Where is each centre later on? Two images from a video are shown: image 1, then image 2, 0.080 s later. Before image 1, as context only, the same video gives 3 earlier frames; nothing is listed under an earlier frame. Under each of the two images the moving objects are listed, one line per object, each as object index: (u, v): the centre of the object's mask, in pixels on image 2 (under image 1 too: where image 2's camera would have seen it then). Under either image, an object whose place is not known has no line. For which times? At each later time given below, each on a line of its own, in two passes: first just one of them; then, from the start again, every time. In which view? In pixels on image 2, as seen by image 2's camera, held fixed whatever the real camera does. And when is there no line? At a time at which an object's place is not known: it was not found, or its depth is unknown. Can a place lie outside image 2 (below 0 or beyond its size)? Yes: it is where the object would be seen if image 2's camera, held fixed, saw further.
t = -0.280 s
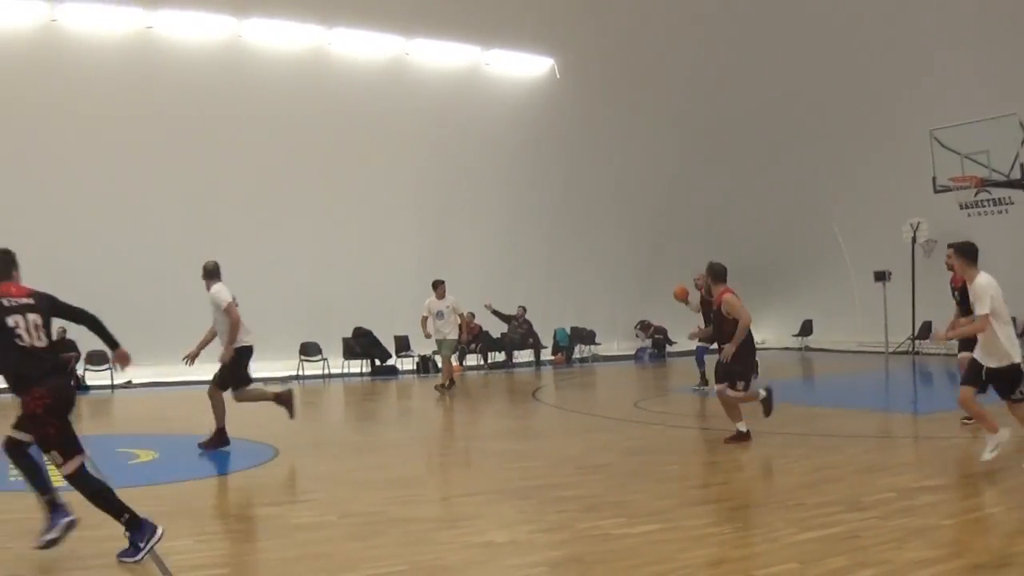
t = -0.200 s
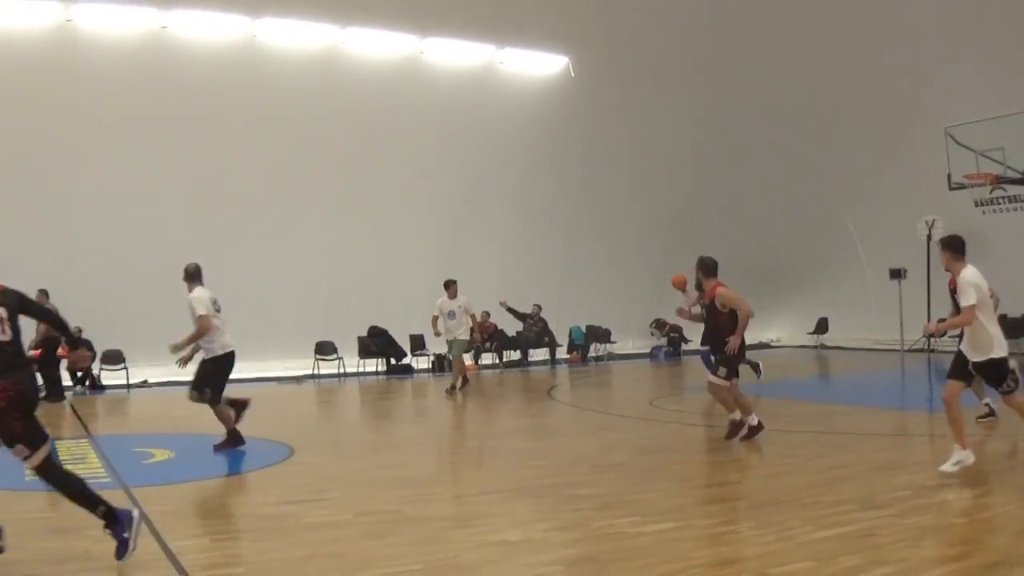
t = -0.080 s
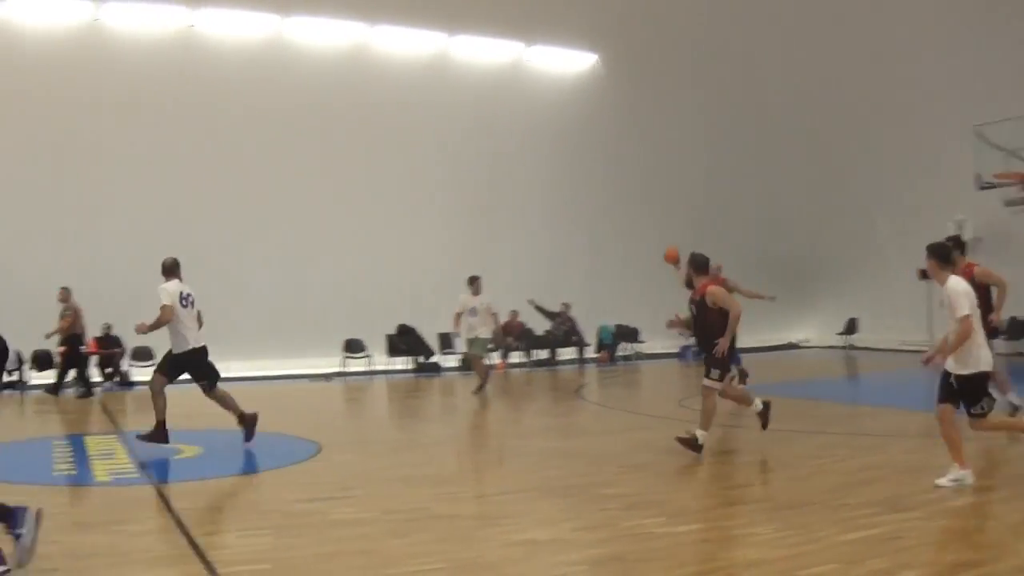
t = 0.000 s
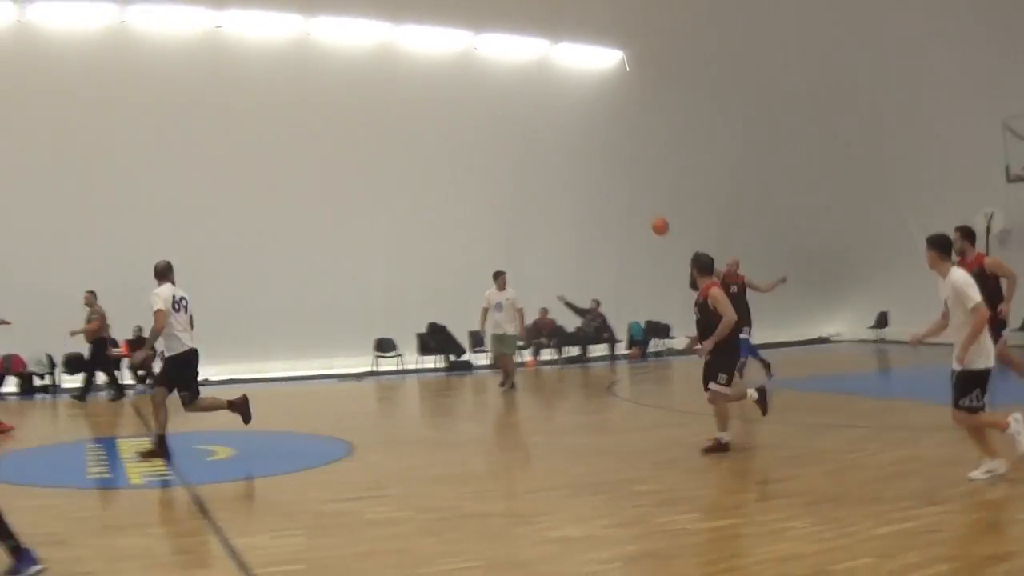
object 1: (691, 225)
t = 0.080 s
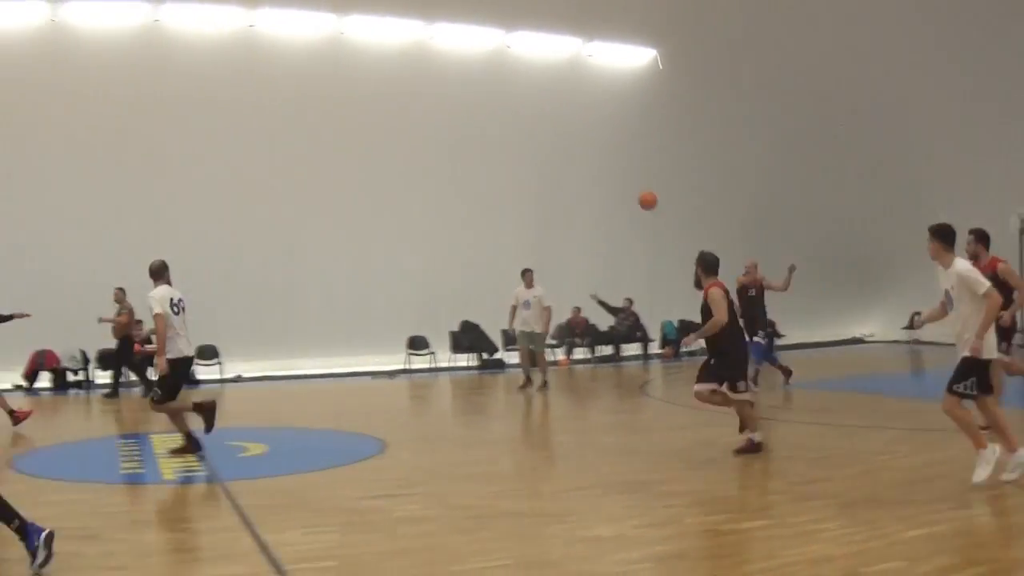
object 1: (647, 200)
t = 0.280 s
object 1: (515, 146)
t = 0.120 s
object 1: (624, 188)
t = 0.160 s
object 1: (601, 176)
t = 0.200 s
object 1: (573, 166)
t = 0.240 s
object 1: (545, 156)
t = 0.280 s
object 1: (515, 146)
